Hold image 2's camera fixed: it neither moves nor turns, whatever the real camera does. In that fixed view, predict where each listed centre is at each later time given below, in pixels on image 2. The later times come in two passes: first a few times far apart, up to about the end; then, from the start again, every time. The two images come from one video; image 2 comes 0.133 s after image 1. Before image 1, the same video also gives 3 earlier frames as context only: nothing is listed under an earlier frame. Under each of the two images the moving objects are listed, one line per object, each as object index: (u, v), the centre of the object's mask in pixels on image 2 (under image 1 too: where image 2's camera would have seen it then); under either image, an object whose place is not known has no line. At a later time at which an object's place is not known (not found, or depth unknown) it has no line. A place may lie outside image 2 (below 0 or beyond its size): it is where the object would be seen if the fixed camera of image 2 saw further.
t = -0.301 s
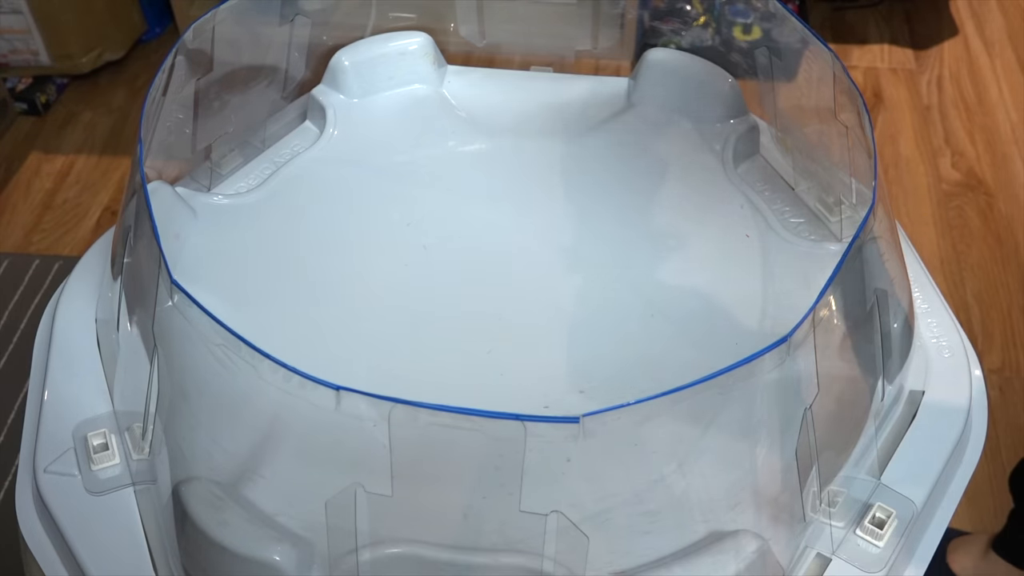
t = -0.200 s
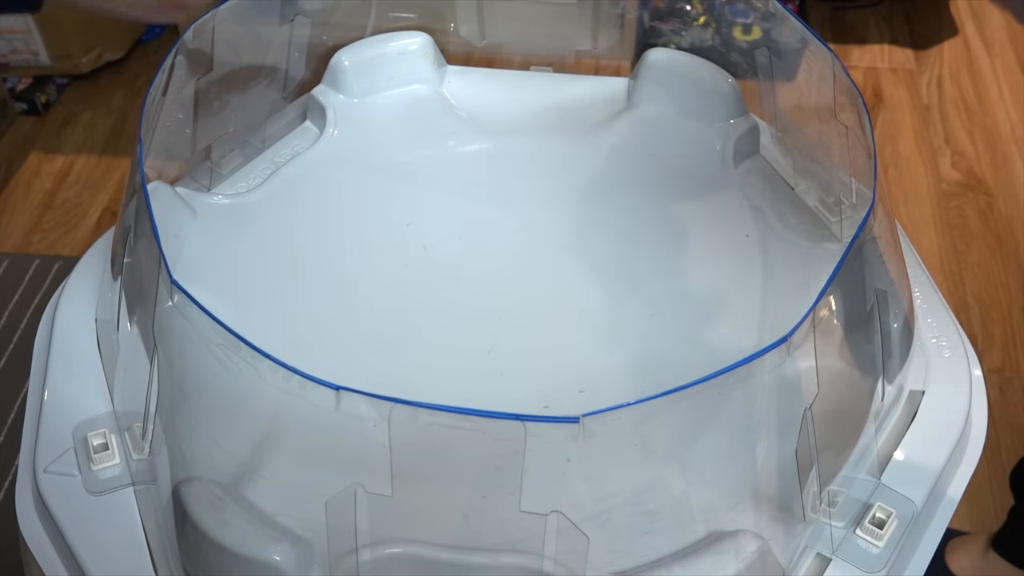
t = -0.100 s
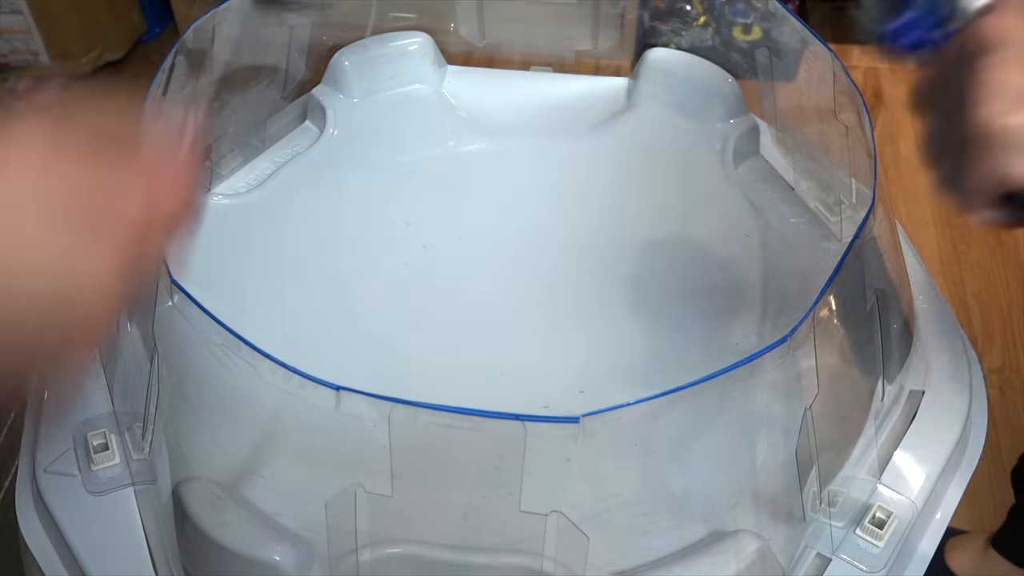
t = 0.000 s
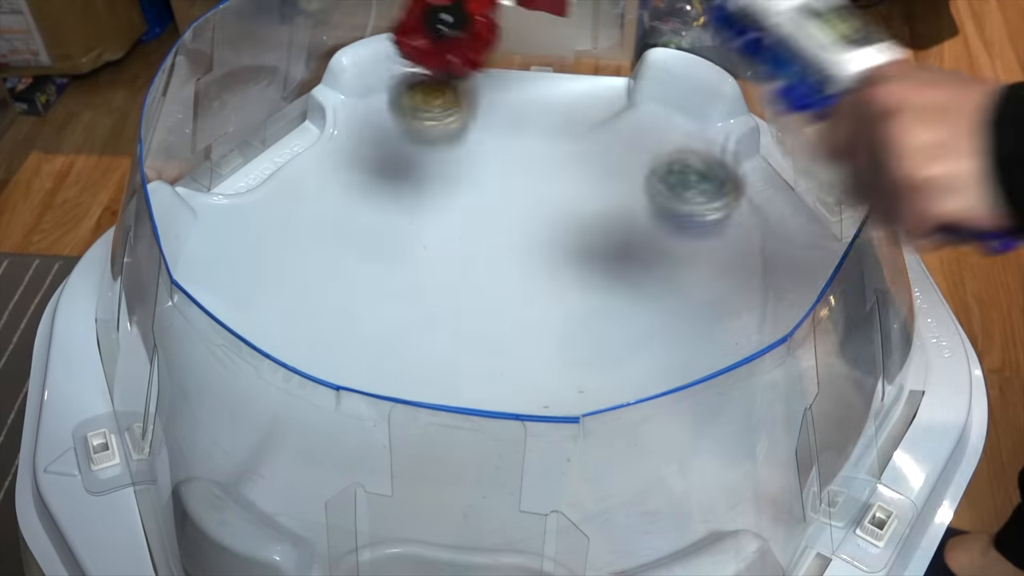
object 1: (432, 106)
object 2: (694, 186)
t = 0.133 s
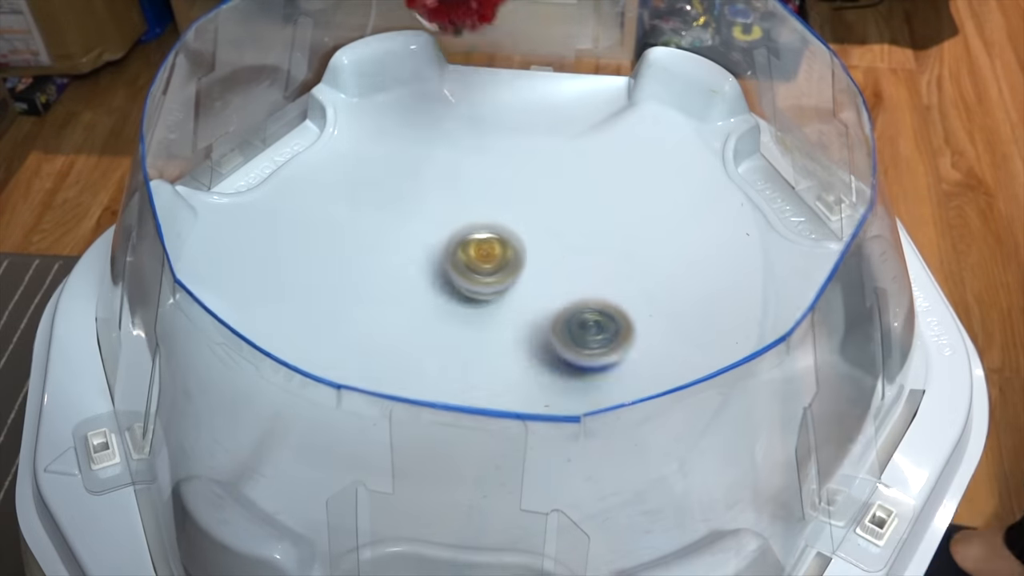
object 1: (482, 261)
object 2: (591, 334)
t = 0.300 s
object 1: (470, 217)
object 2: (568, 399)
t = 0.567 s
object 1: (448, 225)
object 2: (602, 344)
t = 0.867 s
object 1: (520, 333)
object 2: (476, 199)
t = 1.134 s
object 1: (580, 294)
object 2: (334, 293)
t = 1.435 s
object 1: (513, 230)
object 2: (548, 481)
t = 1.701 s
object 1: (488, 298)
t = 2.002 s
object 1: (585, 327)
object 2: (722, 278)
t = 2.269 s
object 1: (573, 266)
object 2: (429, 191)
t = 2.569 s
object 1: (496, 301)
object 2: (224, 313)
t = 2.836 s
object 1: (530, 355)
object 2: (251, 431)
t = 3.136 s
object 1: (596, 297)
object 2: (494, 350)
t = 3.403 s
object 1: (568, 143)
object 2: (551, 264)
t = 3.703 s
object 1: (343, 207)
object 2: (427, 232)
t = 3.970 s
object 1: (370, 465)
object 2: (467, 364)
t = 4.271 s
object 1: (774, 410)
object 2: (641, 297)
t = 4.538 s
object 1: (716, 228)
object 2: (538, 180)
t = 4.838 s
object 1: (390, 103)
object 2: (375, 306)
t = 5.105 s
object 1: (222, 206)
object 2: (561, 413)
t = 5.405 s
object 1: (457, 464)
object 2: (709, 260)
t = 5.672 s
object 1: (805, 370)
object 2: (513, 177)
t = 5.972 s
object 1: (698, 140)
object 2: (330, 327)
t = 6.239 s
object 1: (489, 103)
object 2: (515, 467)
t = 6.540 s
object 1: (289, 333)
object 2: (704, 308)
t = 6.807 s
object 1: (525, 551)
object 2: (556, 161)
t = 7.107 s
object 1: (738, 347)
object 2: (332, 205)
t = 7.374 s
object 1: (645, 97)
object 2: (364, 383)
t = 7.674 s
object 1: (378, 159)
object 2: (649, 349)
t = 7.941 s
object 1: (213, 405)
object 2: (624, 182)
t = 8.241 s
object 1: (300, 309)
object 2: (418, 190)
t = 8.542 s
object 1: (508, 415)
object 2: (493, 206)
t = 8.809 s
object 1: (702, 254)
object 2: (567, 247)
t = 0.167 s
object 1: (502, 277)
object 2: (558, 331)
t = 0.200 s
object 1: (495, 271)
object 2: (562, 363)
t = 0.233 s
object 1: (485, 250)
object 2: (564, 377)
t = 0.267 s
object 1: (477, 230)
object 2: (566, 385)
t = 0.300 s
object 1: (470, 217)
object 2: (568, 399)
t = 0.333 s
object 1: (464, 204)
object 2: (569, 405)
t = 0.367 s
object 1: (459, 195)
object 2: (572, 405)
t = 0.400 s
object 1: (454, 191)
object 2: (576, 403)
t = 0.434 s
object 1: (451, 191)
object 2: (583, 396)
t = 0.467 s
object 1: (448, 195)
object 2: (585, 383)
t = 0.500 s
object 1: (447, 201)
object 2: (592, 376)
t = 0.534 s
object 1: (447, 212)
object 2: (597, 361)
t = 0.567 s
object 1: (448, 225)
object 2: (602, 344)
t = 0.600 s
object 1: (451, 241)
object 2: (606, 324)
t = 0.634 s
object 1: (454, 256)
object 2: (603, 302)
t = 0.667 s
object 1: (458, 272)
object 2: (595, 280)
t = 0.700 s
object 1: (464, 287)
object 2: (582, 259)
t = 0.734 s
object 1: (472, 300)
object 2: (565, 240)
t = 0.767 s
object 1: (482, 312)
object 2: (545, 225)
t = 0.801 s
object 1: (494, 321)
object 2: (523, 212)
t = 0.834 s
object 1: (507, 328)
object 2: (499, 203)
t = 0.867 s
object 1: (520, 333)
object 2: (476, 199)
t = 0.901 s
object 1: (533, 335)
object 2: (452, 198)
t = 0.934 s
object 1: (545, 334)
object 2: (428, 200)
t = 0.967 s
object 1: (557, 332)
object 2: (407, 207)
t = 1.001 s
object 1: (565, 327)
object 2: (386, 217)
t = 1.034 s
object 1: (572, 321)
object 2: (368, 231)
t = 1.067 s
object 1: (577, 312)
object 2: (353, 249)
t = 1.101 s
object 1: (580, 304)
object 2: (342, 269)
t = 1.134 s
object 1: (580, 294)
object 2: (334, 293)
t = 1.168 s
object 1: (578, 285)
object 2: (332, 320)
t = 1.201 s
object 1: (576, 275)
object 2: (336, 347)
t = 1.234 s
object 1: (570, 266)
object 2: (348, 376)
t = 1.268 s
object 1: (564, 257)
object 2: (366, 401)
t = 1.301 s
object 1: (554, 249)
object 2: (391, 425)
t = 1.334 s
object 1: (545, 241)
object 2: (423, 446)
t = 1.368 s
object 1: (535, 235)
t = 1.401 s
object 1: (525, 231)
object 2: (504, 476)
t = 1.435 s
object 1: (513, 230)
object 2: (548, 481)
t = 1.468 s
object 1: (502, 231)
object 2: (594, 479)
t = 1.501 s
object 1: (493, 235)
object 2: (636, 471)
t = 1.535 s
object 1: (486, 242)
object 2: (672, 456)
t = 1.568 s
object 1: (482, 250)
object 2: (707, 441)
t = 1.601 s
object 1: (479, 262)
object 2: (737, 427)
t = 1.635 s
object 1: (480, 273)
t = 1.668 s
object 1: (483, 286)
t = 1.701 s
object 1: (488, 298)
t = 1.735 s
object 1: (497, 309)
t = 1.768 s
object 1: (507, 320)
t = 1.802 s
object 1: (518, 327)
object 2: (814, 323)
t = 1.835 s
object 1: (531, 333)
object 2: (812, 315)
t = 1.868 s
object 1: (544, 337)
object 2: (802, 310)
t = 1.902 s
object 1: (555, 337)
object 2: (787, 304)
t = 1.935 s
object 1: (567, 335)
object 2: (770, 295)
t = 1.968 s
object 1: (577, 332)
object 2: (748, 287)
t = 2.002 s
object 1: (585, 327)
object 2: (722, 278)
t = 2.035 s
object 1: (590, 321)
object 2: (692, 266)
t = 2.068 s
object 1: (594, 315)
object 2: (660, 255)
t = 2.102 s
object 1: (595, 306)
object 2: (626, 241)
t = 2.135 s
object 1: (596, 296)
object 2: (591, 228)
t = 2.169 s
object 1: (594, 288)
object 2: (548, 216)
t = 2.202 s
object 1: (587, 279)
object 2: (507, 204)
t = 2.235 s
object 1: (580, 272)
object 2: (466, 196)
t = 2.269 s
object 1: (573, 266)
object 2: (429, 191)
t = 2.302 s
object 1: (563, 262)
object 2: (391, 189)
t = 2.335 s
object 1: (553, 260)
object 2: (357, 192)
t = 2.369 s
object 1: (543, 260)
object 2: (325, 200)
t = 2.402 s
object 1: (534, 263)
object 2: (298, 211)
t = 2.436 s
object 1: (522, 267)
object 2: (273, 225)
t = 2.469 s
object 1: (514, 273)
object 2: (254, 242)
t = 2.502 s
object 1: (506, 281)
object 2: (239, 262)
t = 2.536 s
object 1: (500, 291)
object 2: (232, 283)
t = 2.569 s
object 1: (496, 301)
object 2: (224, 313)
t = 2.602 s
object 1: (493, 311)
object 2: (217, 335)
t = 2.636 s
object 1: (492, 322)
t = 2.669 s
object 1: (494, 331)
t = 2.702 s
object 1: (498, 339)
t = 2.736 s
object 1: (503, 346)
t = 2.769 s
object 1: (511, 351)
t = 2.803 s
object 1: (520, 353)
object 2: (240, 435)
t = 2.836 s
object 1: (530, 355)
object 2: (251, 431)
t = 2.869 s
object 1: (540, 354)
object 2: (263, 423)
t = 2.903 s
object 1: (550, 352)
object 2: (279, 413)
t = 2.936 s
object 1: (560, 348)
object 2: (299, 402)
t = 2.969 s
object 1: (570, 344)
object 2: (323, 392)
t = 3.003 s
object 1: (583, 338)
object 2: (351, 384)
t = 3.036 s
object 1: (591, 330)
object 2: (383, 376)
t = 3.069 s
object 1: (598, 320)
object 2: (417, 368)
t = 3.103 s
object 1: (599, 309)
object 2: (456, 360)
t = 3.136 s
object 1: (596, 297)
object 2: (494, 350)
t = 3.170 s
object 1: (590, 285)
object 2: (532, 336)
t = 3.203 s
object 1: (600, 257)
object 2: (542, 325)
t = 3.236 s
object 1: (608, 231)
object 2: (550, 319)
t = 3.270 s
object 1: (610, 206)
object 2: (555, 310)
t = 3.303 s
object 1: (605, 186)
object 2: (559, 297)
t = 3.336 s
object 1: (597, 169)
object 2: (559, 286)
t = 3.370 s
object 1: (583, 155)
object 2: (556, 275)
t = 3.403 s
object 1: (568, 143)
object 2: (551, 264)
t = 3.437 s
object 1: (548, 136)
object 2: (544, 253)
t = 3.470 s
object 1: (526, 133)
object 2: (533, 243)
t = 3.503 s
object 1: (502, 132)
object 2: (522, 234)
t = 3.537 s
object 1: (475, 135)
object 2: (509, 226)
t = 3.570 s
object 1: (449, 141)
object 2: (493, 221)
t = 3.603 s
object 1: (421, 152)
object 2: (475, 218)
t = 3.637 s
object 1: (393, 166)
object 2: (458, 219)
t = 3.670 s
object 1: (368, 184)
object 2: (441, 224)
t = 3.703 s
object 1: (343, 207)
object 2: (427, 232)
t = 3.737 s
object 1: (323, 232)
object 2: (414, 244)
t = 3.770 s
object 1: (306, 262)
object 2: (406, 259)
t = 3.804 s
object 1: (297, 293)
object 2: (403, 276)
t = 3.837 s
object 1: (296, 326)
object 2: (404, 296)
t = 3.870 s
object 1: (300, 364)
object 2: (412, 316)
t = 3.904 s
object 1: (315, 398)
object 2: (425, 336)
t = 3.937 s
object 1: (337, 436)
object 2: (443, 352)
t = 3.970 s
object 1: (370, 465)
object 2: (467, 364)
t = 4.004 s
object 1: (410, 493)
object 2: (492, 373)
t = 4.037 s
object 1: (460, 513)
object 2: (519, 376)
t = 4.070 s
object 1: (510, 519)
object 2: (547, 375)
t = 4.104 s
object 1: (568, 525)
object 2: (572, 372)
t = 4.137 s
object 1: (629, 514)
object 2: (593, 363)
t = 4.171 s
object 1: (674, 494)
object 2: (611, 350)
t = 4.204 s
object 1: (718, 469)
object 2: (628, 334)
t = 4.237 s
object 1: (747, 446)
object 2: (637, 316)
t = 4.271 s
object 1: (774, 410)
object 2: (641, 297)
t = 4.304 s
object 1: (795, 385)
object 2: (641, 281)
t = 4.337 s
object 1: (813, 358)
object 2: (637, 262)
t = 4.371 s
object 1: (819, 322)
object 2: (630, 245)
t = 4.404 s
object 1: (802, 297)
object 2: (618, 228)
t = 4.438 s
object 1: (782, 284)
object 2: (602, 211)
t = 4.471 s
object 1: (765, 267)
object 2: (584, 197)
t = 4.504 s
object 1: (742, 250)
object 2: (563, 186)
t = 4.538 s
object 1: (716, 228)
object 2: (538, 180)
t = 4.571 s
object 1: (689, 209)
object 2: (513, 176)
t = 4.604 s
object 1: (659, 188)
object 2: (488, 178)
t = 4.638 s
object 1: (625, 169)
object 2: (464, 184)
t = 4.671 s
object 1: (590, 152)
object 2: (440, 195)
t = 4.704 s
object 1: (551, 136)
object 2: (418, 210)
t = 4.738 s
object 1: (512, 123)
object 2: (399, 229)
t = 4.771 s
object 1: (472, 113)
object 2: (385, 253)
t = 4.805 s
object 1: (431, 106)
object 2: (377, 279)
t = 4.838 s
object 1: (390, 103)
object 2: (375, 306)
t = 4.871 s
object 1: (348, 105)
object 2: (380, 331)
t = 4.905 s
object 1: (314, 106)
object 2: (392, 355)
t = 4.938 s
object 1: (284, 116)
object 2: (411, 375)
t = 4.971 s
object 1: (257, 141)
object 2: (437, 393)
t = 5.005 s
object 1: (227, 159)
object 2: (467, 405)
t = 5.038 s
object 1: (220, 167)
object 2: (498, 413)
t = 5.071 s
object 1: (220, 181)
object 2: (530, 416)
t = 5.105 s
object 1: (222, 206)
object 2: (561, 413)
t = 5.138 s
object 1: (231, 232)
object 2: (593, 406)
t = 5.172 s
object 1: (240, 258)
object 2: (622, 396)
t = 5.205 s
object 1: (253, 288)
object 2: (650, 381)
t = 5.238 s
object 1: (270, 319)
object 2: (671, 365)
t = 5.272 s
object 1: (292, 351)
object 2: (693, 343)
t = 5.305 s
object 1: (320, 383)
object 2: (707, 322)
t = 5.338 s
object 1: (359, 414)
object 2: (714, 301)
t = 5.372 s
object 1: (404, 443)
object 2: (714, 280)
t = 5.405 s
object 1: (457, 464)
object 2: (709, 260)
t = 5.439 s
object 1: (517, 472)
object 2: (698, 241)
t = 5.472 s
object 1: (576, 473)
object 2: (683, 224)
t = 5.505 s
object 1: (637, 468)
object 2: (662, 209)
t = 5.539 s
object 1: (697, 455)
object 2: (637, 197)
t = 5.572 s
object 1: (747, 447)
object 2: (609, 186)
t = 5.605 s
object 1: (798, 432)
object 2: (578, 180)
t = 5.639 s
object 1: (803, 401)
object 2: (546, 176)
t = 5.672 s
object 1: (805, 370)
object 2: (513, 177)
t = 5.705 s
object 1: (804, 330)
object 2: (481, 181)
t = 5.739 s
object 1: (795, 295)
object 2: (450, 189)
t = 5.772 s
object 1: (791, 276)
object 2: (421, 201)
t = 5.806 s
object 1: (783, 258)
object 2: (394, 216)
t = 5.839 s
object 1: (771, 234)
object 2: (370, 235)
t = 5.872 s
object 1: (756, 210)
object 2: (352, 255)
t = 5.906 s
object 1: (739, 186)
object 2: (339, 278)
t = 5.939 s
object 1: (720, 163)
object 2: (331, 302)
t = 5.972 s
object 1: (698, 140)
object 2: (330, 327)
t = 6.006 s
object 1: (675, 120)
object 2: (334, 353)
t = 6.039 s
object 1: (650, 98)
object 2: (344, 378)
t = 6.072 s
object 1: (619, 82)
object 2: (360, 400)
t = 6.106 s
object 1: (593, 74)
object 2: (384, 422)
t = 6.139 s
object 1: (567, 70)
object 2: (411, 443)
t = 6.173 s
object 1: (540, 80)
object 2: (444, 457)
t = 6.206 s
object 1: (515, 90)
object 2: (478, 465)
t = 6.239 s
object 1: (489, 103)
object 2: (515, 467)
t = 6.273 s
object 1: (464, 115)
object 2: (550, 464)
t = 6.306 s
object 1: (439, 133)
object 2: (588, 456)
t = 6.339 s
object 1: (412, 153)
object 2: (622, 444)
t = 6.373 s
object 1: (384, 174)
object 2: (647, 426)
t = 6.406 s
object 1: (357, 199)
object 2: (670, 406)
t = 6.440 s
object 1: (332, 228)
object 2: (686, 384)
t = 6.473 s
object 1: (312, 259)
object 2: (695, 358)
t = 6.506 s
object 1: (297, 294)
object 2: (705, 334)
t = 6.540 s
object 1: (289, 333)
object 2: (704, 308)
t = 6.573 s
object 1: (290, 370)
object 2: (698, 284)
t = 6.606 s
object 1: (300, 409)
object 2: (687, 260)
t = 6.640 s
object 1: (319, 447)
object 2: (672, 237)
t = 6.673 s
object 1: (347, 482)
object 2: (654, 216)
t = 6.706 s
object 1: (384, 511)
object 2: (633, 199)
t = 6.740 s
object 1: (429, 531)
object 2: (609, 183)
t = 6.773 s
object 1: (476, 541)
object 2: (583, 171)
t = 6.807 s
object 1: (525, 551)
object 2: (556, 161)
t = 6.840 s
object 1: (562, 540)
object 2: (527, 154)
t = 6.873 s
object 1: (592, 527)
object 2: (500, 150)
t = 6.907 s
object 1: (618, 514)
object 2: (472, 150)
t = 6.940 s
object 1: (647, 491)
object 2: (445, 152)
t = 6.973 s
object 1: (670, 466)
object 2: (419, 157)
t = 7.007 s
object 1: (692, 440)
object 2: (395, 166)
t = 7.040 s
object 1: (711, 409)
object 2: (371, 176)
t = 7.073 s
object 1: (727, 378)
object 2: (351, 190)
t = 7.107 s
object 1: (738, 347)
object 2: (332, 205)
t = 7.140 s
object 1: (743, 314)
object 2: (317, 224)
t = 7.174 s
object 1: (744, 279)
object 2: (307, 246)
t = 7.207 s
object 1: (739, 246)
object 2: (301, 270)
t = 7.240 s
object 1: (728, 213)
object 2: (301, 294)
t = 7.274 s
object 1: (710, 180)
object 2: (307, 318)
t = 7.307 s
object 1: (692, 151)
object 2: (322, 340)
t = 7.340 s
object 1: (670, 123)
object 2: (340, 365)
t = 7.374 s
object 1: (645, 97)
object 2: (364, 383)
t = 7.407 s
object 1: (611, 76)
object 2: (394, 399)
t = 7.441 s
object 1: (579, 69)
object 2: (431, 412)
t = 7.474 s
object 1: (549, 72)
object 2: (467, 417)
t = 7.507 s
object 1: (518, 81)
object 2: (506, 417)
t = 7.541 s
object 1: (488, 95)
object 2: (543, 413)
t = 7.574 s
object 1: (460, 102)
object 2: (575, 403)
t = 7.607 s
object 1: (434, 121)
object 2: (604, 388)
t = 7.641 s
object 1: (407, 138)
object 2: (629, 367)
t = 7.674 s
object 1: (378, 159)
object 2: (649, 349)
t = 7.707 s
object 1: (348, 182)
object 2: (662, 327)
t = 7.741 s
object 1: (319, 208)
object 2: (671, 304)
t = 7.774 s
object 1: (295, 236)
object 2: (674, 281)
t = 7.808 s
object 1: (272, 265)
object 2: (673, 258)
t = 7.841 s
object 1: (256, 298)
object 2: (666, 236)
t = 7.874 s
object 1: (241, 336)
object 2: (655, 216)
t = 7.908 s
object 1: (227, 371)
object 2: (642, 198)
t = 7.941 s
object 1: (213, 405)
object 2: (624, 182)
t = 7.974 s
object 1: (201, 433)
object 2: (604, 169)
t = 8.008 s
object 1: (208, 409)
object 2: (582, 159)
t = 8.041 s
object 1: (219, 395)
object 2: (558, 154)
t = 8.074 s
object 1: (230, 376)
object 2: (534, 151)
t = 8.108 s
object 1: (242, 361)
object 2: (508, 152)
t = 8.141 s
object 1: (251, 343)
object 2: (484, 156)
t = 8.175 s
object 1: (264, 329)
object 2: (461, 165)
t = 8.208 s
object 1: (280, 317)
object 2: (439, 175)
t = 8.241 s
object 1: (300, 309)
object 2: (418, 190)
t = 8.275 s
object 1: (323, 302)
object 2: (400, 208)
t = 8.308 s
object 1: (346, 299)
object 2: (386, 231)
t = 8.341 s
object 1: (364, 314)
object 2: (387, 238)
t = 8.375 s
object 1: (374, 335)
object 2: (404, 226)
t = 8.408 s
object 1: (385, 364)
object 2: (423, 219)
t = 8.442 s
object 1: (411, 383)
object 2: (442, 212)
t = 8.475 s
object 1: (437, 401)
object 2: (459, 208)
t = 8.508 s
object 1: (473, 411)
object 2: (477, 206)
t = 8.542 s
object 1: (508, 415)
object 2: (493, 206)
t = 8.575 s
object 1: (550, 412)
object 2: (506, 207)
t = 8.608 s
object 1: (586, 403)
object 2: (520, 209)
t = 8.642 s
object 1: (622, 386)
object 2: (531, 213)
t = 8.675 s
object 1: (649, 363)
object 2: (541, 219)
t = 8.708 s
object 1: (673, 339)
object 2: (549, 224)
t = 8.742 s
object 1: (689, 313)
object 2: (555, 231)
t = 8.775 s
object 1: (698, 285)
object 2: (562, 239)
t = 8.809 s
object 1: (702, 254)
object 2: (567, 247)
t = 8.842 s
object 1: (697, 226)
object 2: (570, 256)
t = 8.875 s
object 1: (688, 199)
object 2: (573, 264)
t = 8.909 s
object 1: (674, 175)
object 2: (574, 272)
